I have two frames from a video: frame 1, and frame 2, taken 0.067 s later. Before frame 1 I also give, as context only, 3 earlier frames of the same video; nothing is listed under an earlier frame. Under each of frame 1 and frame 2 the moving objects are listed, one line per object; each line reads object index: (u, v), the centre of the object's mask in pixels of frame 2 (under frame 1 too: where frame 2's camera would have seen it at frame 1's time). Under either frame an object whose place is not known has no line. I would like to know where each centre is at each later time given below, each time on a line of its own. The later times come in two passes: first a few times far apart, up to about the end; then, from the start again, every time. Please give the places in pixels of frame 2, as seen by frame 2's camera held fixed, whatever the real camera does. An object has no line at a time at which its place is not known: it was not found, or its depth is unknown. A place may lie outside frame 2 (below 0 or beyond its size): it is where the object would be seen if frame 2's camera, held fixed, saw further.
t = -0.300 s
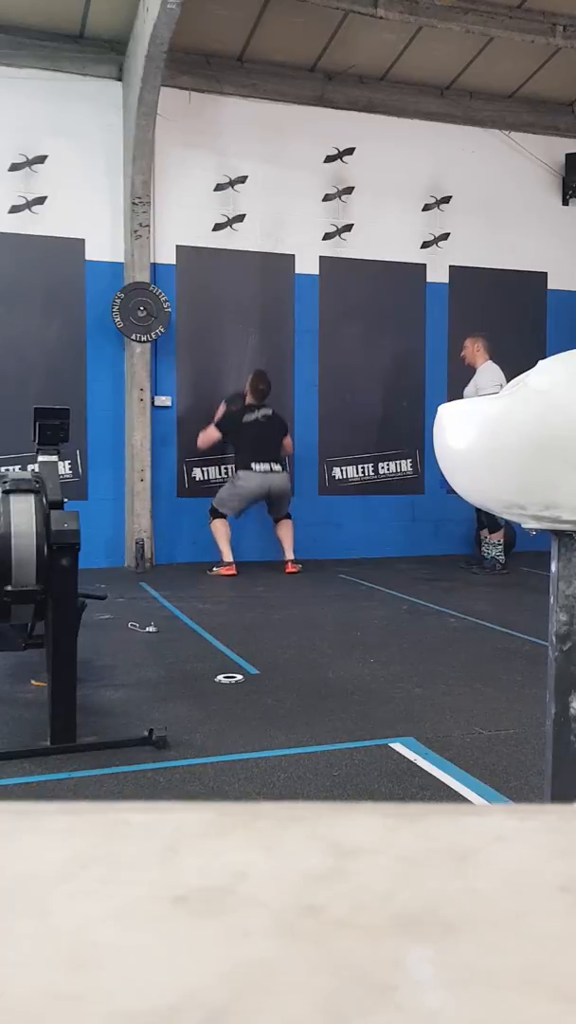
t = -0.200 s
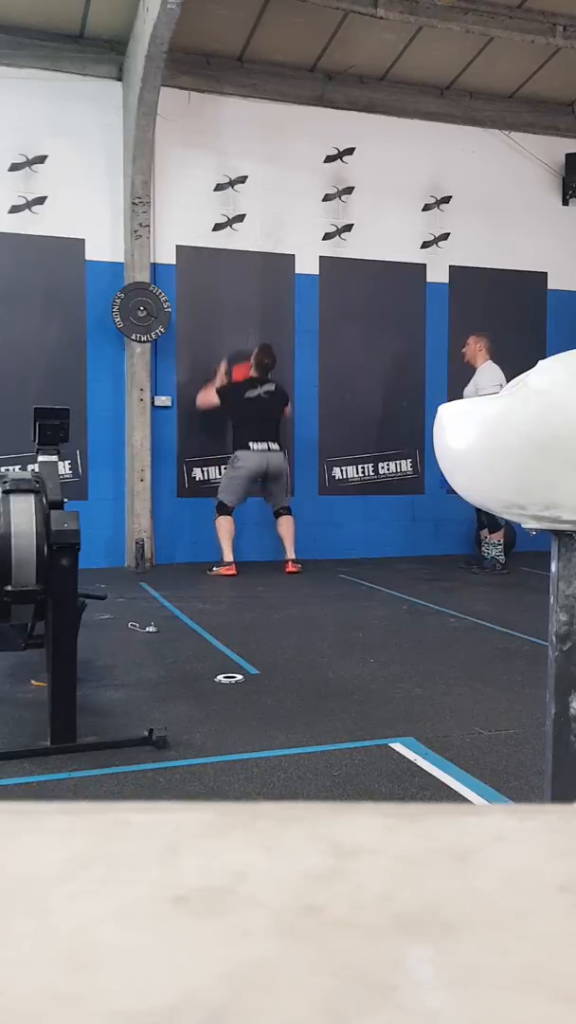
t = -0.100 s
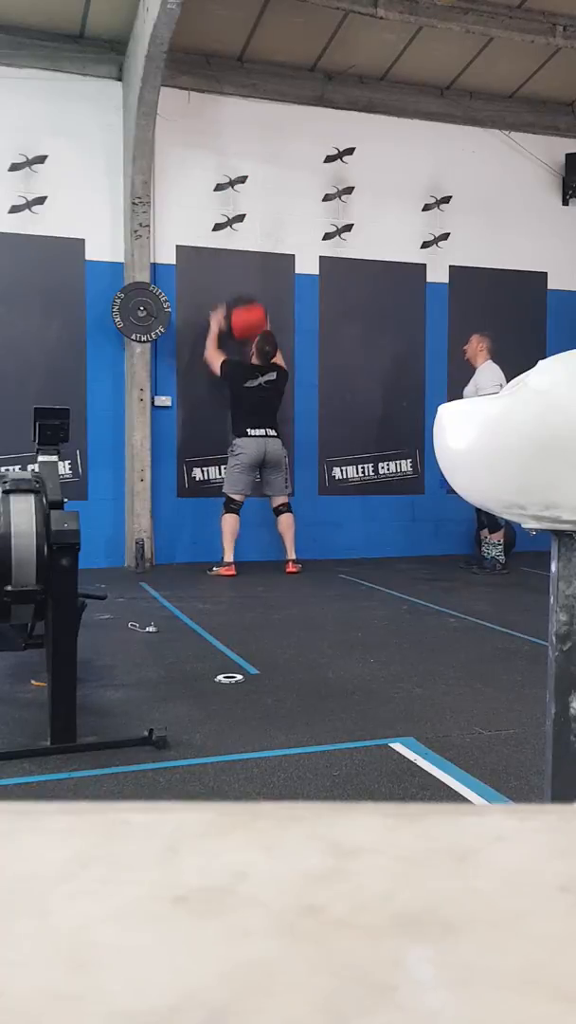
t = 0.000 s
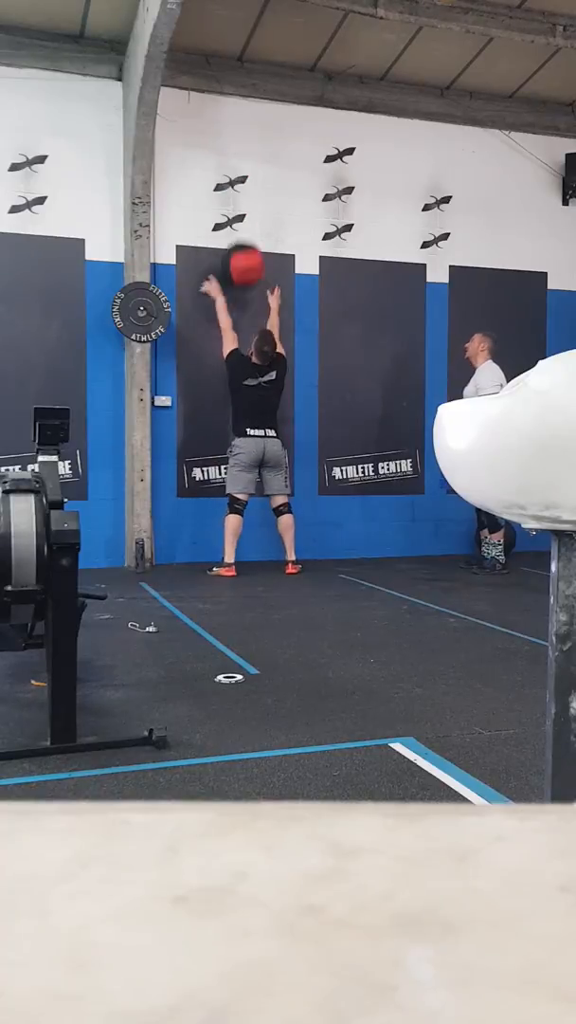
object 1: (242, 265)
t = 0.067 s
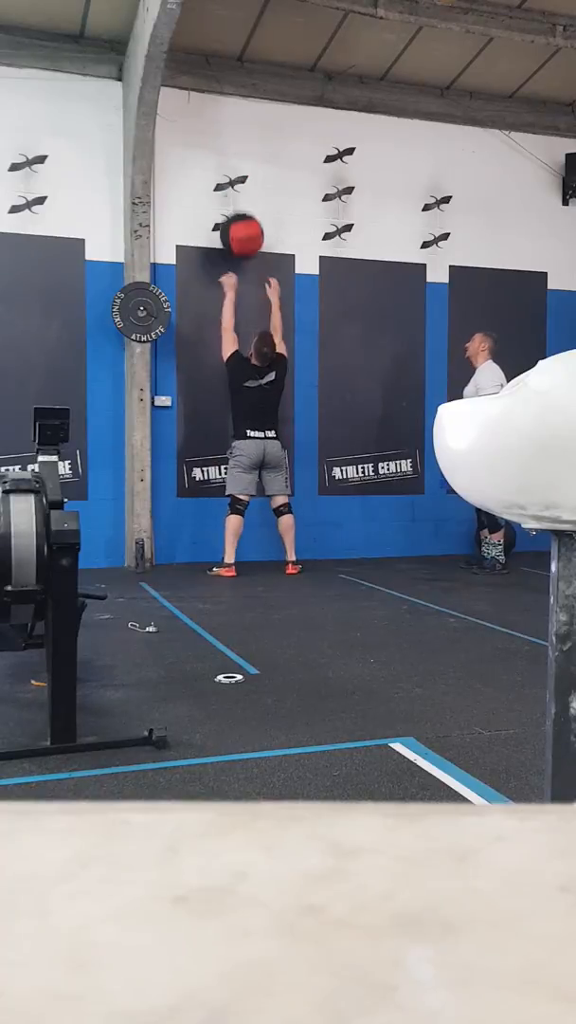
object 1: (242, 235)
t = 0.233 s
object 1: (238, 189)
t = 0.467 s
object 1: (238, 182)
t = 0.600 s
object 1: (241, 205)
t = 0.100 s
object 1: (241, 223)
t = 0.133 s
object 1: (240, 212)
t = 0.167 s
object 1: (239, 203)
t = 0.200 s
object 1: (238, 196)
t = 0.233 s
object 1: (238, 189)
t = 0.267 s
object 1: (238, 185)
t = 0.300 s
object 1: (237, 181)
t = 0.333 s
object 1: (236, 180)
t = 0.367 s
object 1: (236, 179)
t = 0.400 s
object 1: (237, 179)
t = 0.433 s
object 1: (237, 180)
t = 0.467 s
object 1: (238, 182)
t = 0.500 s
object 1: (238, 185)
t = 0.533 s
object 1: (239, 190)
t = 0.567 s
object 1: (239, 197)
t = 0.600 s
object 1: (241, 205)
